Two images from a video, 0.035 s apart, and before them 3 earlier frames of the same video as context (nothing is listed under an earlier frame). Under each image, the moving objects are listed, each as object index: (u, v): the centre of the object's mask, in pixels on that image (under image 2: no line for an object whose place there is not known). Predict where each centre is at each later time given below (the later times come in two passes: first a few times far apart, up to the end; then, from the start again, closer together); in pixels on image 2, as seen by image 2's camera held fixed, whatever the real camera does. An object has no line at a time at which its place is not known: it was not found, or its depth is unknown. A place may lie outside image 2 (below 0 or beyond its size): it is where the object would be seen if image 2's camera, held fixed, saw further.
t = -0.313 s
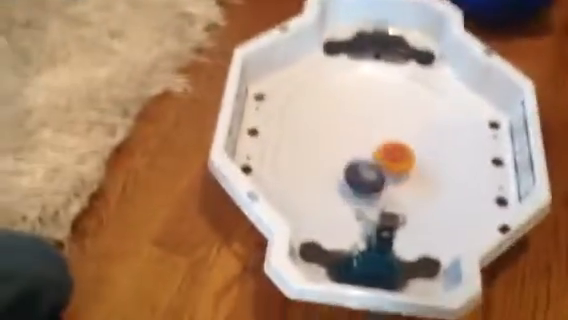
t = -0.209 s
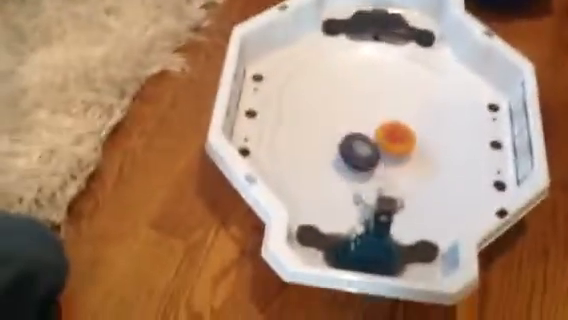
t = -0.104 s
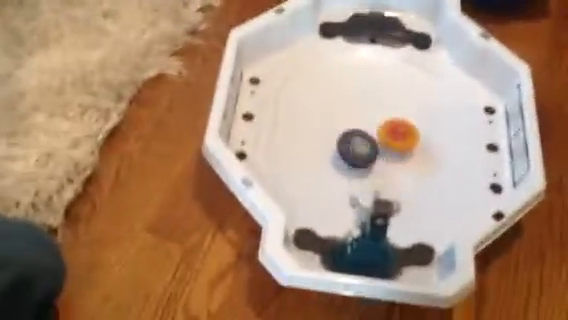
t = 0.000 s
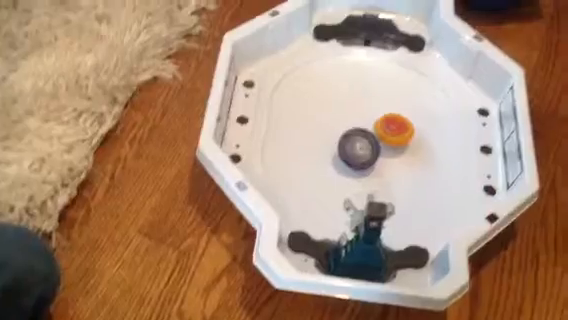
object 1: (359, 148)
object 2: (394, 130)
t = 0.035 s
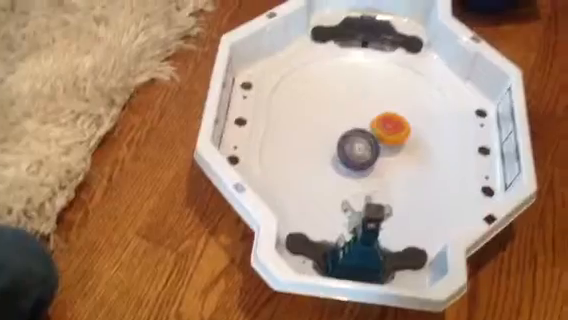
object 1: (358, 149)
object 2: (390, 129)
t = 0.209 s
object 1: (364, 155)
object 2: (375, 121)
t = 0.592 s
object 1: (360, 159)
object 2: (342, 128)
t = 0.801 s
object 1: (365, 154)
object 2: (334, 125)
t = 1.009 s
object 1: (376, 153)
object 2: (342, 125)
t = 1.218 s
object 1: (379, 155)
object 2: (362, 124)
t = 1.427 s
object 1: (369, 151)
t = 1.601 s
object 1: (371, 148)
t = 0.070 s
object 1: (358, 149)
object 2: (389, 127)
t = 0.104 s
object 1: (360, 149)
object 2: (386, 125)
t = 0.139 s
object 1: (361, 151)
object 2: (383, 122)
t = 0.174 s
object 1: (363, 154)
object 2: (379, 122)
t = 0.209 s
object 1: (364, 155)
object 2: (375, 121)
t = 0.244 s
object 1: (366, 156)
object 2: (372, 120)
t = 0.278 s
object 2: (368, 121)
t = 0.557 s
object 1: (362, 160)
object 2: (348, 128)
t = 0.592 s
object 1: (360, 159)
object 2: (342, 128)
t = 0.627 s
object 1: (361, 159)
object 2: (340, 128)
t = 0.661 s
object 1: (361, 158)
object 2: (337, 126)
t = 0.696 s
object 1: (361, 156)
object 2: (336, 126)
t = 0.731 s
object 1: (362, 155)
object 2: (335, 125)
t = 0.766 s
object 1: (363, 154)
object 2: (334, 125)
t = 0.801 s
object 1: (365, 154)
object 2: (334, 125)
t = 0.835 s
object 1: (367, 153)
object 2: (333, 124)
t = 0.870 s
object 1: (368, 153)
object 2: (334, 125)
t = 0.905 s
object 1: (370, 152)
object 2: (336, 125)
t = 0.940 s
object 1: (372, 152)
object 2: (337, 125)
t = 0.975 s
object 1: (374, 152)
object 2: (339, 125)
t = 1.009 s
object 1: (376, 153)
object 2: (342, 125)
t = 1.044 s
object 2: (344, 126)
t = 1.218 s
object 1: (379, 155)
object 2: (362, 124)
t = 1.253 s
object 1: (378, 154)
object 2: (365, 125)
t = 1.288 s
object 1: (378, 154)
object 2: (367, 124)
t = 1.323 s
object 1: (377, 154)
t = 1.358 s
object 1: (375, 155)
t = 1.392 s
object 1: (370, 153)
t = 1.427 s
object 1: (369, 151)
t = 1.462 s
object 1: (370, 151)
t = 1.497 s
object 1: (371, 150)
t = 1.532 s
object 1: (371, 150)
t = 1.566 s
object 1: (371, 148)
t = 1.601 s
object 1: (371, 148)
